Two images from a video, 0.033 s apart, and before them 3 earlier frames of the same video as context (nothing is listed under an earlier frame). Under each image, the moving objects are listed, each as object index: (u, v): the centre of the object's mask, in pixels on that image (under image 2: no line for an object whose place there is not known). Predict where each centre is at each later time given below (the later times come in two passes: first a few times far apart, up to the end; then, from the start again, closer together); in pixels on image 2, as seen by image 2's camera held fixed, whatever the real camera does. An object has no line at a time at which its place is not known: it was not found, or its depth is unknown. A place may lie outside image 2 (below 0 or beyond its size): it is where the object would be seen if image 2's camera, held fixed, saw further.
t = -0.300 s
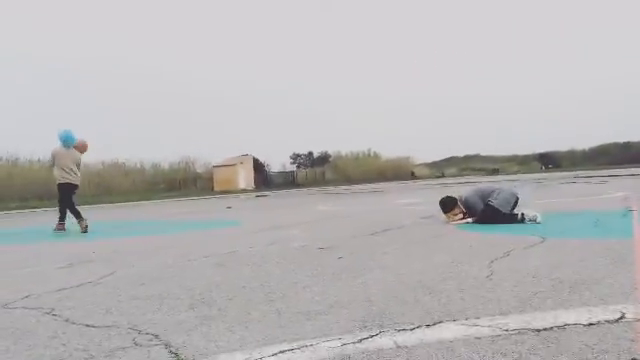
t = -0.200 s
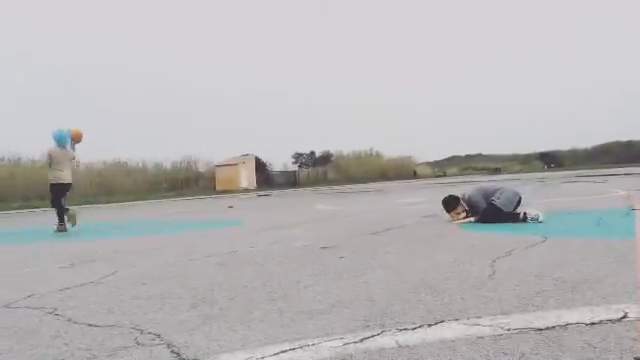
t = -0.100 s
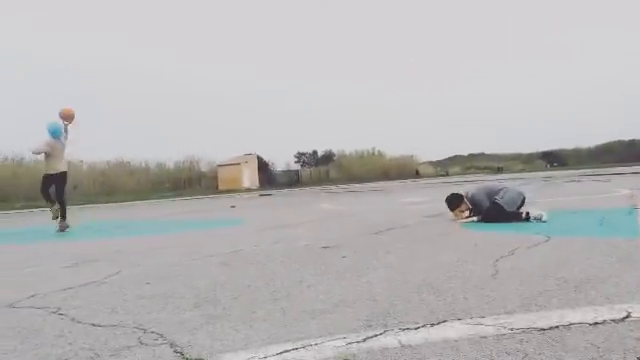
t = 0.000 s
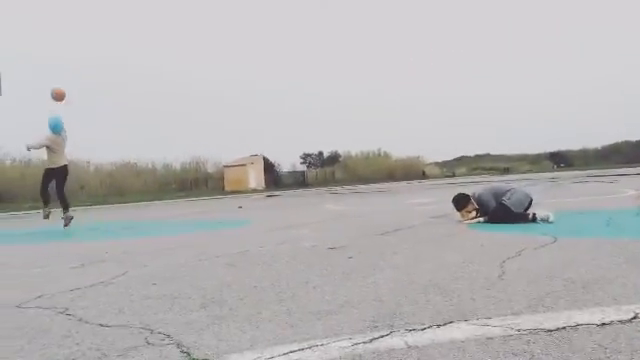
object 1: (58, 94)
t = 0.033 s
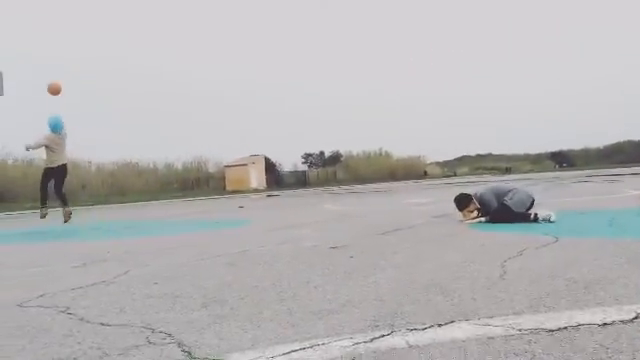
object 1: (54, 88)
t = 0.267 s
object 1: (20, 67)
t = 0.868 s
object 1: (7, 83)
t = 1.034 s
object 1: (24, 98)
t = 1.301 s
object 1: (54, 154)
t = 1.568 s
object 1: (84, 202)
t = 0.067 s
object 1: (48, 83)
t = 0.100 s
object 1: (43, 79)
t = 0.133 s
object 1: (38, 75)
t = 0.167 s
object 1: (34, 72)
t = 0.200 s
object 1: (29, 70)
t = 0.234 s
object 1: (24, 68)
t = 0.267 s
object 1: (20, 67)
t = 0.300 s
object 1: (15, 66)
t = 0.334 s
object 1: (11, 66)
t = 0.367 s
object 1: (7, 67)
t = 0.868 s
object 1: (7, 83)
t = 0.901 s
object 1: (8, 84)
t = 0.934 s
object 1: (12, 87)
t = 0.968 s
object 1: (16, 90)
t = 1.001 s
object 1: (19, 93)
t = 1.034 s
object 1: (24, 98)
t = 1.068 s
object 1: (27, 102)
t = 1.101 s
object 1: (31, 108)
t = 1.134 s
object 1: (34, 114)
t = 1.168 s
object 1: (38, 121)
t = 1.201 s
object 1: (42, 128)
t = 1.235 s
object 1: (47, 136)
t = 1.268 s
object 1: (50, 145)
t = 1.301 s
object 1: (54, 154)
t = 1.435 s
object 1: (69, 199)
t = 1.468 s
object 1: (74, 212)
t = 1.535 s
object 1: (83, 211)
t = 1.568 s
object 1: (84, 202)
